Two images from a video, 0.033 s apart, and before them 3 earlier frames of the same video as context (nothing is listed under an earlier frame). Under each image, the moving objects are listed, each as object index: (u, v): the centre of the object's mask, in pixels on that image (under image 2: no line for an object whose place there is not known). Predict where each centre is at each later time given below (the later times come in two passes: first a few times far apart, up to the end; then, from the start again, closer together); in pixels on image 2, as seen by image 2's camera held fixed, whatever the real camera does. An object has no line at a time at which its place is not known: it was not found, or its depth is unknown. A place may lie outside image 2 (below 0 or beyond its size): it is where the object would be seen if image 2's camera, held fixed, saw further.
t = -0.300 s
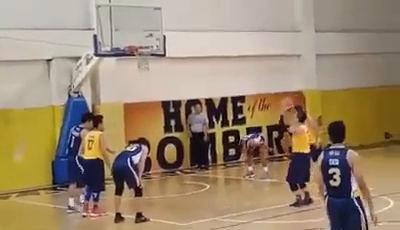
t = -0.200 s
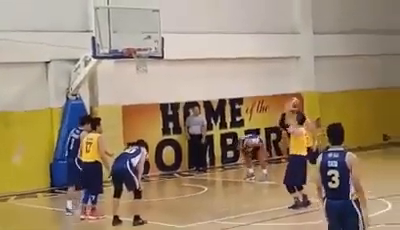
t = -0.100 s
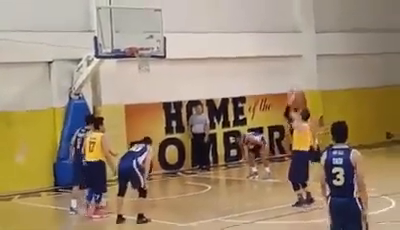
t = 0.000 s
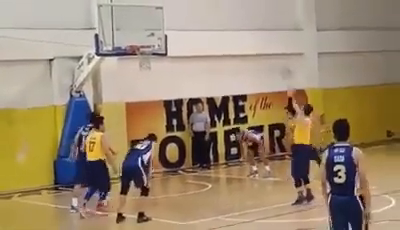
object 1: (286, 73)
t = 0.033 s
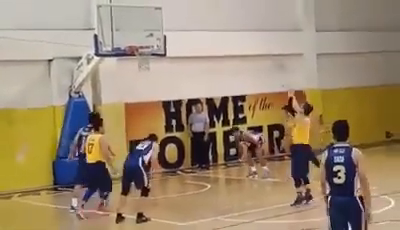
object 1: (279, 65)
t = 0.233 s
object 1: (242, 20)
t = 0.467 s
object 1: (204, 0)
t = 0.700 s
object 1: (172, 7)
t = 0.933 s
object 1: (145, 41)
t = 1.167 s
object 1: (139, 63)
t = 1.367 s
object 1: (143, 89)
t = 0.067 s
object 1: (272, 53)
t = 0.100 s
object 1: (265, 45)
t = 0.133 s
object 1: (259, 38)
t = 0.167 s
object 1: (253, 31)
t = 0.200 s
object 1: (247, 25)
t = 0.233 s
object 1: (242, 20)
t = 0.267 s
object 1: (235, 14)
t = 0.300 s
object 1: (230, 10)
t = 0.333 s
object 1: (224, 7)
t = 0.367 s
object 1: (219, 4)
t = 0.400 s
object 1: (214, 2)
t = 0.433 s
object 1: (210, 1)
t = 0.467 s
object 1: (204, 0)
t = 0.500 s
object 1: (200, 0)
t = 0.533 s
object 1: (195, 0)
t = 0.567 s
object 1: (190, 0)
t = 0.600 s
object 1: (185, 1)
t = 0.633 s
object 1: (181, 2)
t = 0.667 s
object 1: (176, 4)
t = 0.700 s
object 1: (172, 7)
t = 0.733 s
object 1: (168, 10)
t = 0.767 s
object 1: (163, 14)
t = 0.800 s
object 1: (160, 18)
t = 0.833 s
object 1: (155, 24)
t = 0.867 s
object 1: (152, 29)
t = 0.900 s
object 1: (149, 33)
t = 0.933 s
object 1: (145, 41)
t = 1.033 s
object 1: (138, 57)
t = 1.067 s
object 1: (137, 57)
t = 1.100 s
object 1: (138, 58)
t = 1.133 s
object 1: (139, 61)
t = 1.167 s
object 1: (139, 63)
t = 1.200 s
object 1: (140, 64)
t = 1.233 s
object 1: (141, 69)
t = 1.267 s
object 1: (141, 74)
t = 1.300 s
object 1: (142, 79)
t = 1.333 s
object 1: (143, 84)
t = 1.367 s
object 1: (143, 89)
